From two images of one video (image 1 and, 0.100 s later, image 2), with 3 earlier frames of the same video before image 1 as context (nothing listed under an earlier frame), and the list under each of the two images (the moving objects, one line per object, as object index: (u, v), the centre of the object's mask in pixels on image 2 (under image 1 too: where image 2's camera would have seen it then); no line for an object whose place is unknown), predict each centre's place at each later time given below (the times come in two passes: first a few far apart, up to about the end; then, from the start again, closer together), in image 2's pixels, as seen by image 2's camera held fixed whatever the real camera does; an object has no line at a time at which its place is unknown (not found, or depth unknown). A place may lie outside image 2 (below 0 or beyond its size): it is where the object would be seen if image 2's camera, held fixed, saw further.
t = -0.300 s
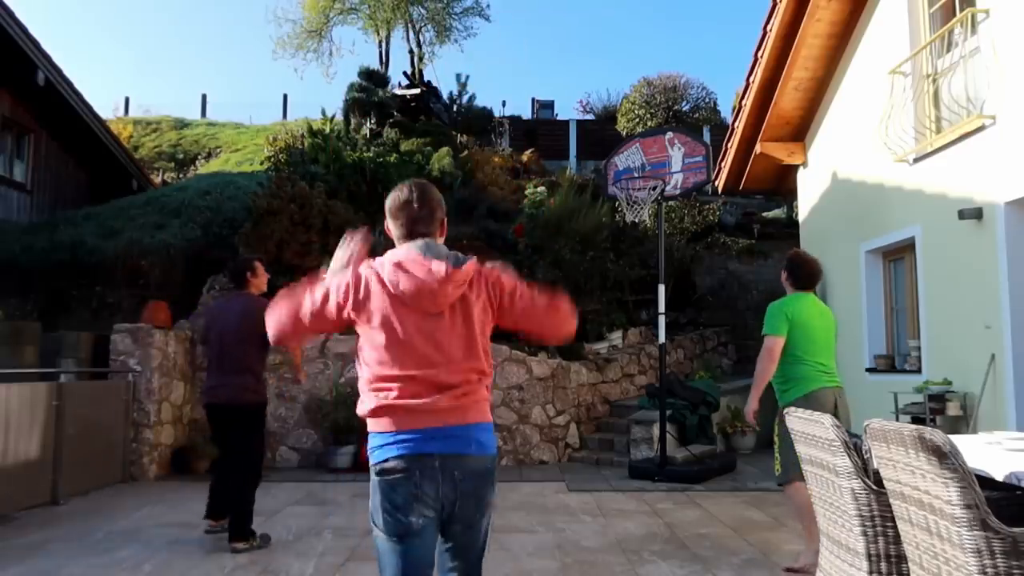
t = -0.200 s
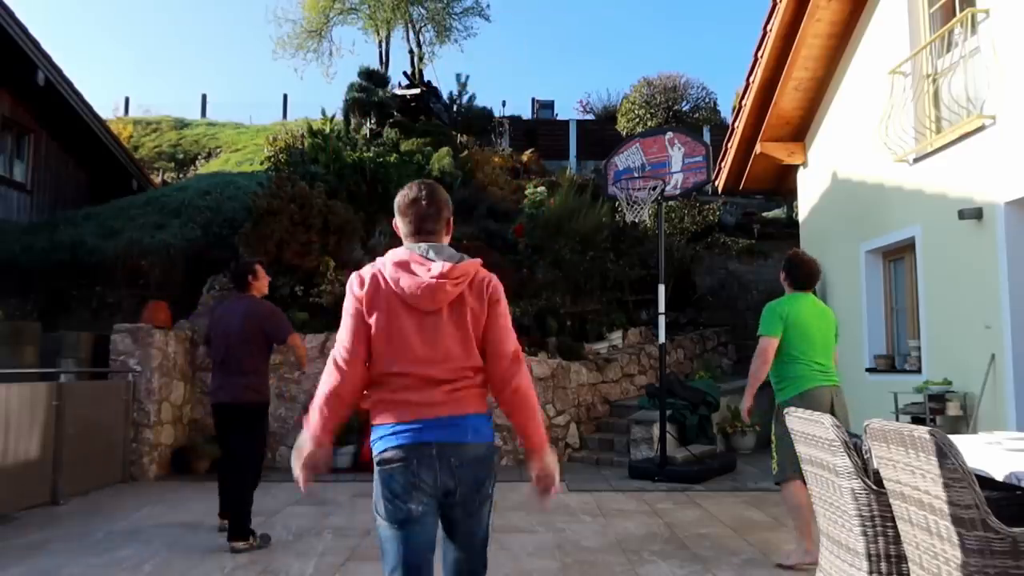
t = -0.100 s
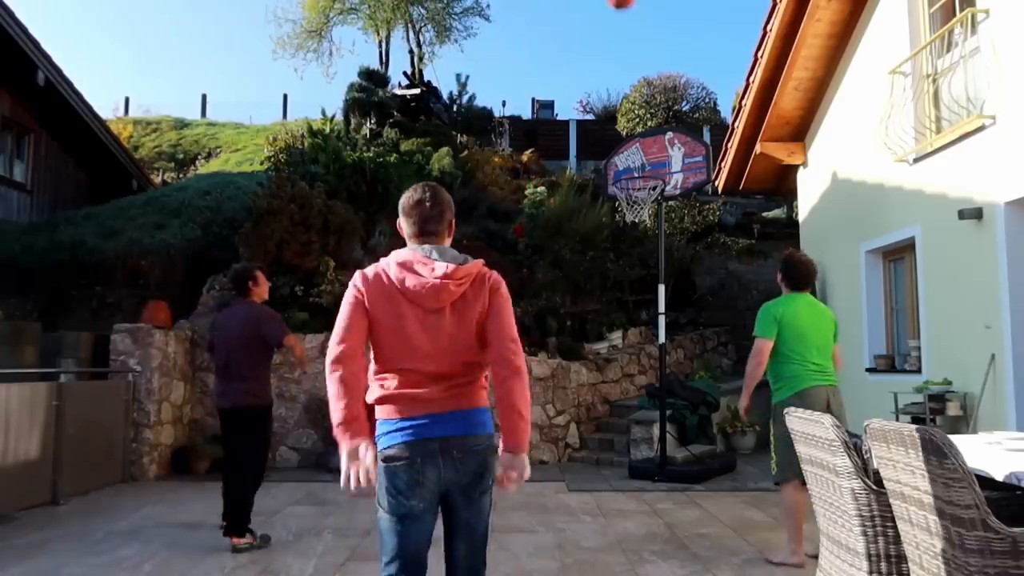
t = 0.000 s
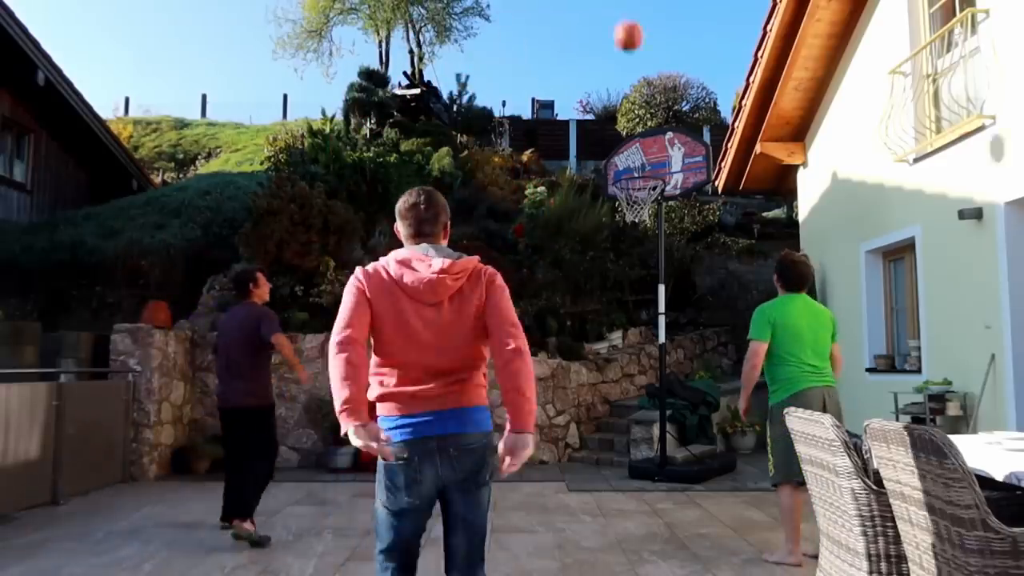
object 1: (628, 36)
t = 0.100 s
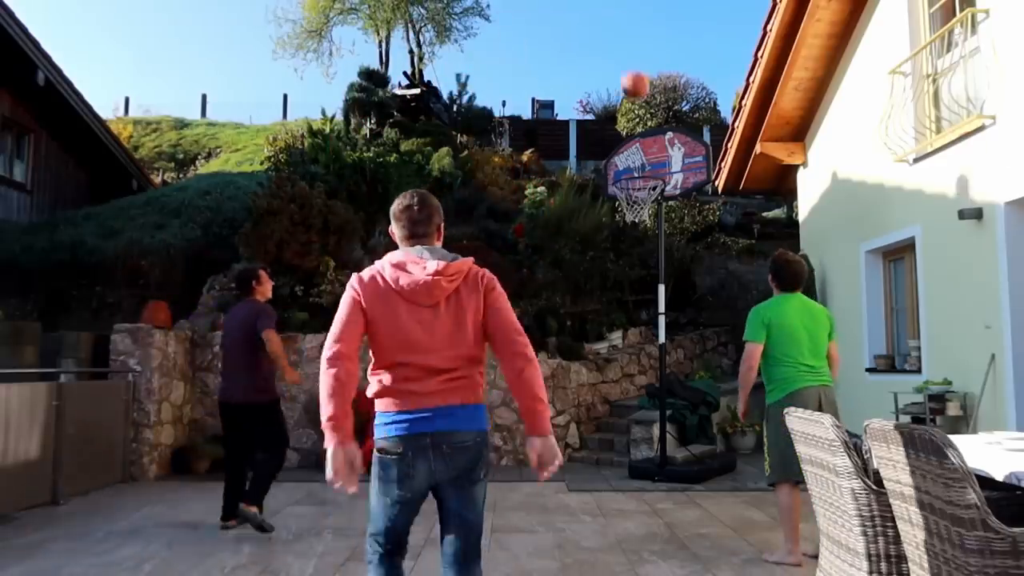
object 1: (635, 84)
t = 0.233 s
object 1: (642, 157)
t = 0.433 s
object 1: (621, 149)
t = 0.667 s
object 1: (588, 150)
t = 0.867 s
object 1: (558, 199)
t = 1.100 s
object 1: (522, 314)
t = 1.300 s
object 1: (488, 471)
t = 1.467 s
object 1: (467, 397)
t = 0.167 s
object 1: (641, 121)
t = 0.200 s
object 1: (641, 137)
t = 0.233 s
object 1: (642, 157)
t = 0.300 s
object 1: (642, 170)
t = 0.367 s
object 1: (631, 158)
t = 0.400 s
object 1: (626, 153)
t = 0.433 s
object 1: (621, 149)
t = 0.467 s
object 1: (616, 145)
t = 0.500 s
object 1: (612, 143)
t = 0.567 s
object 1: (602, 143)
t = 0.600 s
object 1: (598, 144)
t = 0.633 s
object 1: (592, 147)
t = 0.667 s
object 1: (588, 150)
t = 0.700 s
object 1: (583, 155)
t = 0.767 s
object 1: (573, 169)
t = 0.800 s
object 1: (568, 178)
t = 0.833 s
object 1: (562, 188)
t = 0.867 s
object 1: (558, 199)
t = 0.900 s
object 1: (552, 211)
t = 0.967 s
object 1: (542, 241)
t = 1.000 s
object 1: (537, 257)
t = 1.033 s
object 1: (532, 274)
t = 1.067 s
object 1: (527, 293)
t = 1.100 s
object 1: (522, 314)
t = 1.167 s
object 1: (510, 361)
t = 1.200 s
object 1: (506, 385)
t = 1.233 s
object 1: (500, 415)
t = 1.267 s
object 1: (496, 441)
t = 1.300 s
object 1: (488, 471)
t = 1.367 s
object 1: (480, 453)
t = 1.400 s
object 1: (475, 433)
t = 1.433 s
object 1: (472, 414)
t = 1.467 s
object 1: (467, 397)
